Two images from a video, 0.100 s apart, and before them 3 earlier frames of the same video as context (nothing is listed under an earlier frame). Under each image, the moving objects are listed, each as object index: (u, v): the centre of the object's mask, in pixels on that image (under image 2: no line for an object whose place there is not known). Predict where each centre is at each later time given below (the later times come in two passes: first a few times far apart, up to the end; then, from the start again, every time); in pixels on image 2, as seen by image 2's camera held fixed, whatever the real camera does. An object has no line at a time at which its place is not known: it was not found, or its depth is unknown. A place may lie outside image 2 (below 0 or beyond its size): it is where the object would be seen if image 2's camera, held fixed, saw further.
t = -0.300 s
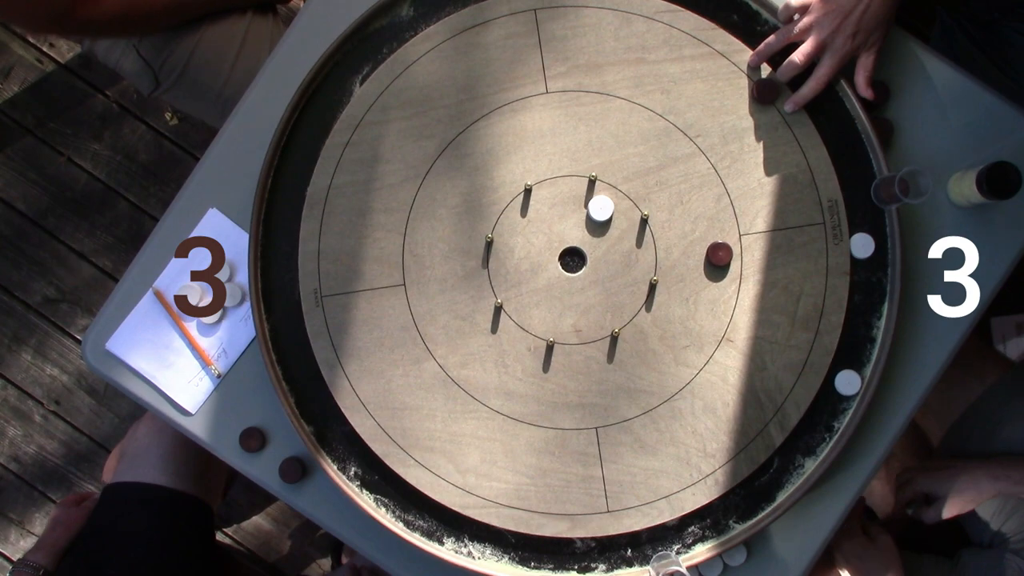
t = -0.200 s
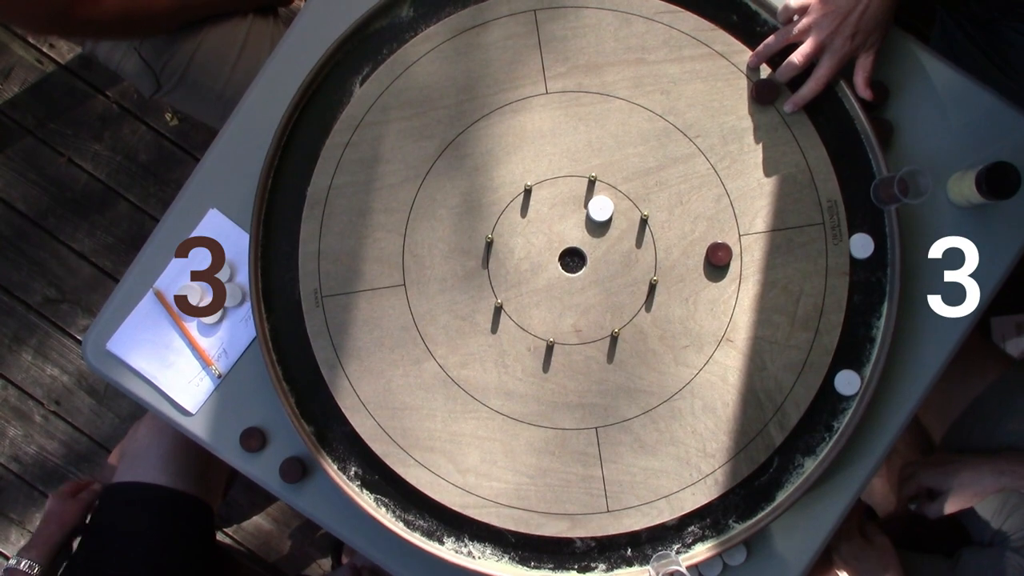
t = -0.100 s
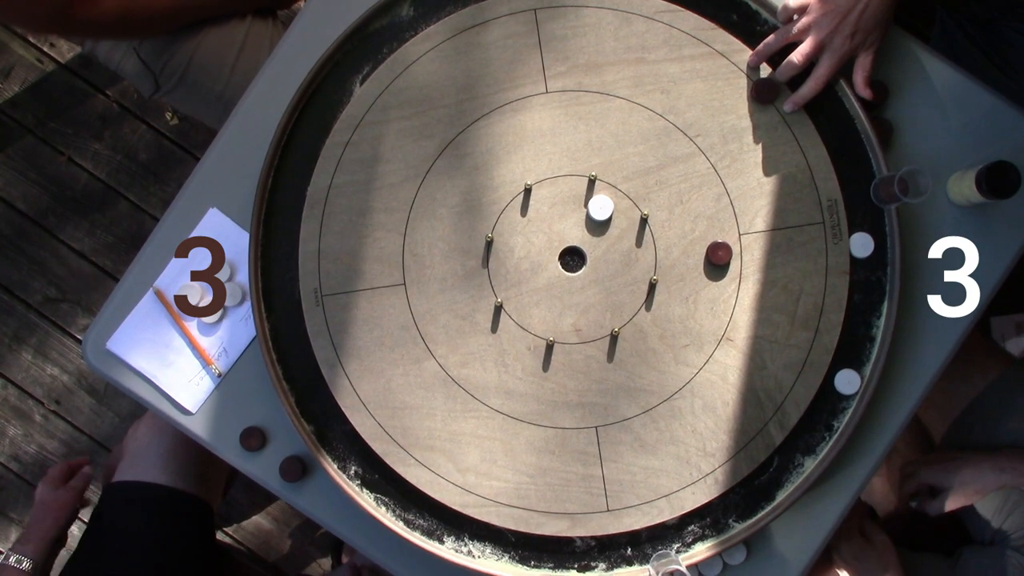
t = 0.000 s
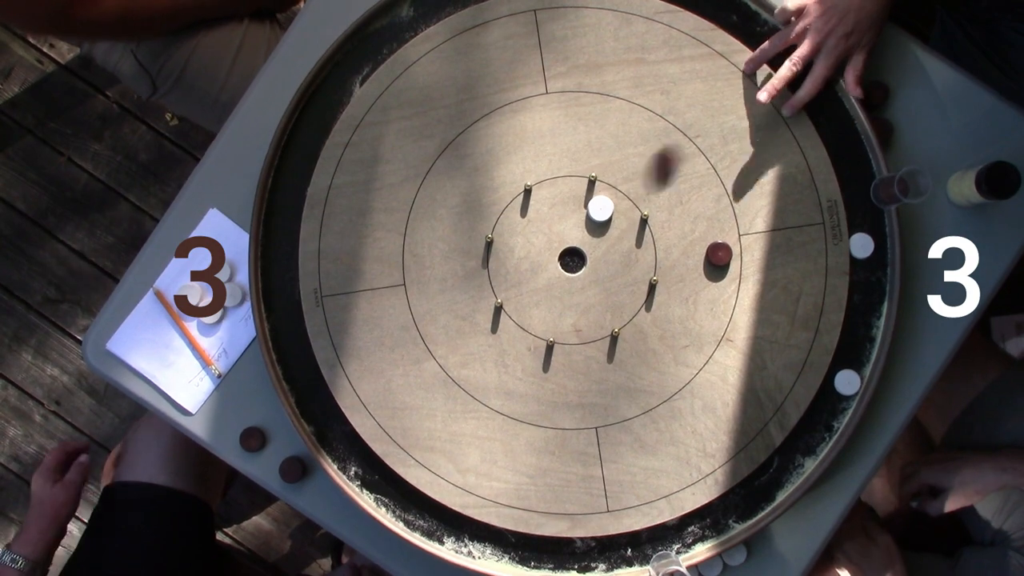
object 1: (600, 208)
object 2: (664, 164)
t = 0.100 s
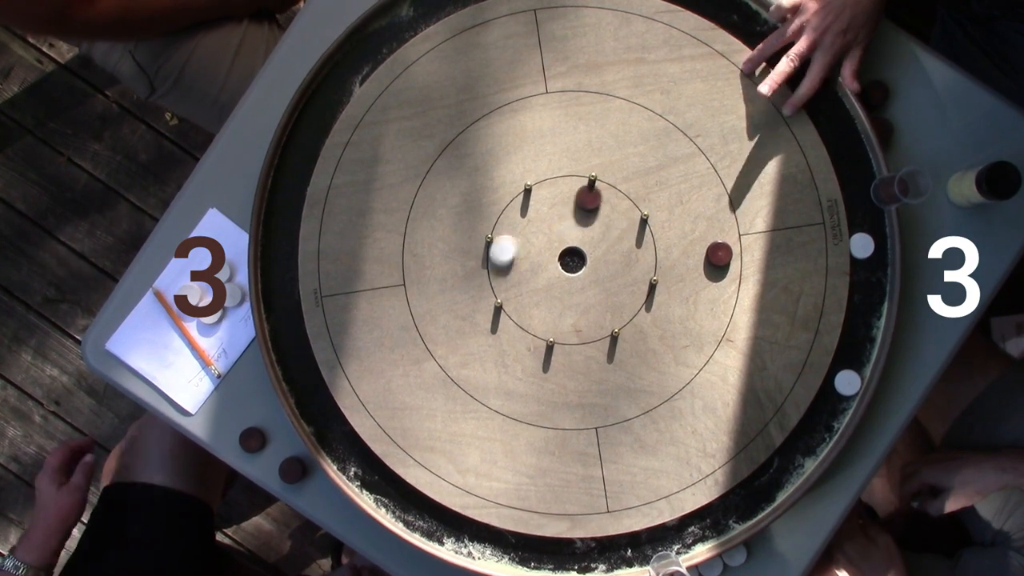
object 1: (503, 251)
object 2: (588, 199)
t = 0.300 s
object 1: (661, 318)
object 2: (525, 210)
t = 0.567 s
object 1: (848, 292)
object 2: (504, 211)
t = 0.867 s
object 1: (866, 274)
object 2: (504, 212)
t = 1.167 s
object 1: (863, 273)
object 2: (504, 212)
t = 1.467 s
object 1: (863, 273)
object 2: (504, 211)
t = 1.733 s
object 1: (863, 273)
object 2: (504, 212)
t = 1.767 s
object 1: (863, 273)
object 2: (504, 212)
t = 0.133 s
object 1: (549, 240)
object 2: (576, 200)
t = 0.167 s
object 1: (597, 233)
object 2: (563, 203)
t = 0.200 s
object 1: (632, 239)
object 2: (552, 205)
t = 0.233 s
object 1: (630, 284)
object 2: (542, 207)
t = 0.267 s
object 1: (632, 322)
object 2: (533, 209)
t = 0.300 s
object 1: (661, 318)
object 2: (525, 210)
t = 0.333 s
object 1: (688, 314)
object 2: (518, 211)
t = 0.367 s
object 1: (714, 311)
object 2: (513, 211)
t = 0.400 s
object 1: (739, 307)
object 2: (509, 211)
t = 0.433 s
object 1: (763, 305)
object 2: (506, 211)
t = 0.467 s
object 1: (786, 302)
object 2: (505, 211)
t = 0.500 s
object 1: (807, 298)
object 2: (504, 211)
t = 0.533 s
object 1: (828, 295)
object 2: (504, 212)
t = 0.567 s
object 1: (848, 292)
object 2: (504, 211)
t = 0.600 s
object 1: (866, 289)
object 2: (504, 211)
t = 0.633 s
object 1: (873, 285)
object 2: (504, 212)
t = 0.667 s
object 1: (863, 278)
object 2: (504, 211)
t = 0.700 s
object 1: (867, 277)
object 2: (503, 212)
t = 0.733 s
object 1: (873, 276)
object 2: (504, 212)
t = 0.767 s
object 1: (875, 275)
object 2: (504, 211)
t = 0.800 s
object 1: (871, 275)
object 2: (504, 211)
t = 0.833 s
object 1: (868, 275)
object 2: (504, 211)
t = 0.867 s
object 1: (866, 274)
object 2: (504, 212)
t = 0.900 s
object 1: (865, 274)
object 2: (504, 212)
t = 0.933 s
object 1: (864, 274)
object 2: (504, 211)
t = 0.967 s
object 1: (863, 274)
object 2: (504, 211)
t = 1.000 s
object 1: (863, 273)
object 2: (504, 212)
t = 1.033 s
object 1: (863, 273)
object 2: (504, 212)
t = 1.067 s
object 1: (863, 273)
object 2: (504, 212)
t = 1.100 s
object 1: (863, 273)
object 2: (504, 211)
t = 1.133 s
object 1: (863, 273)
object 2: (504, 212)
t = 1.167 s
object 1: (863, 273)
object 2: (504, 212)
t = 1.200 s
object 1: (863, 273)
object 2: (504, 211)
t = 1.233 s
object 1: (863, 273)
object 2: (504, 211)
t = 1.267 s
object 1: (863, 273)
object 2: (504, 211)
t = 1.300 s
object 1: (863, 273)
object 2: (504, 212)
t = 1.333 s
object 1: (863, 273)
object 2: (504, 212)
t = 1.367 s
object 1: (863, 273)
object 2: (504, 211)
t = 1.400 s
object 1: (863, 273)
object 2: (504, 211)
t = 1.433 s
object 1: (863, 273)
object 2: (504, 211)
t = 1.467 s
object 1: (863, 273)
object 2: (504, 211)
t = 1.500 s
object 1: (863, 273)
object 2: (504, 211)
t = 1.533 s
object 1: (863, 273)
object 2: (504, 211)
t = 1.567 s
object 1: (863, 273)
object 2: (504, 211)
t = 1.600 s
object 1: (863, 273)
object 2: (503, 211)
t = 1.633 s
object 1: (863, 273)
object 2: (504, 211)
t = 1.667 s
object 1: (863, 273)
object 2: (504, 212)
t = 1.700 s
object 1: (863, 273)
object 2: (504, 212)
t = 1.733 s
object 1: (863, 273)
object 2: (504, 212)
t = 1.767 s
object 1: (863, 273)
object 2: (504, 212)
